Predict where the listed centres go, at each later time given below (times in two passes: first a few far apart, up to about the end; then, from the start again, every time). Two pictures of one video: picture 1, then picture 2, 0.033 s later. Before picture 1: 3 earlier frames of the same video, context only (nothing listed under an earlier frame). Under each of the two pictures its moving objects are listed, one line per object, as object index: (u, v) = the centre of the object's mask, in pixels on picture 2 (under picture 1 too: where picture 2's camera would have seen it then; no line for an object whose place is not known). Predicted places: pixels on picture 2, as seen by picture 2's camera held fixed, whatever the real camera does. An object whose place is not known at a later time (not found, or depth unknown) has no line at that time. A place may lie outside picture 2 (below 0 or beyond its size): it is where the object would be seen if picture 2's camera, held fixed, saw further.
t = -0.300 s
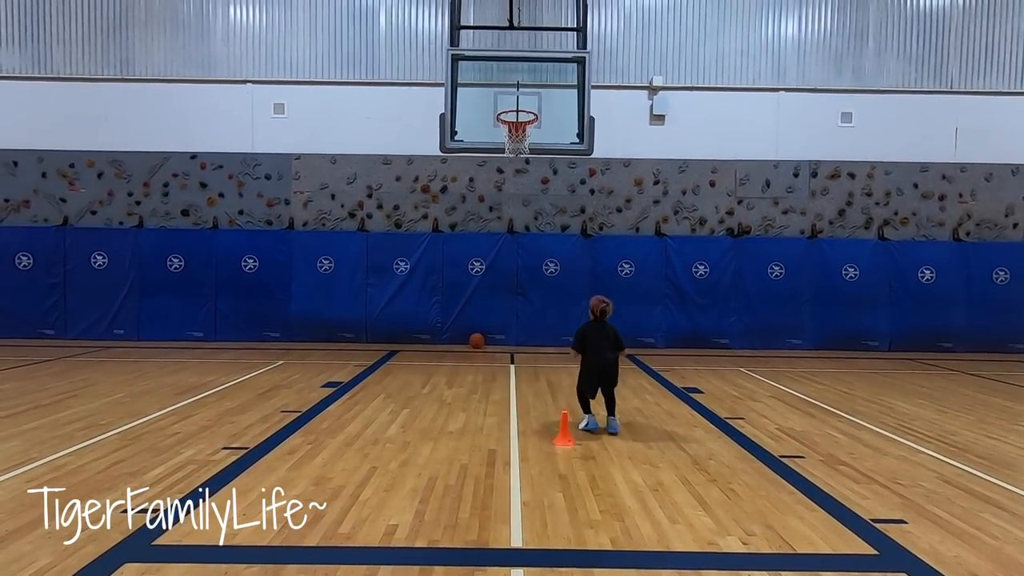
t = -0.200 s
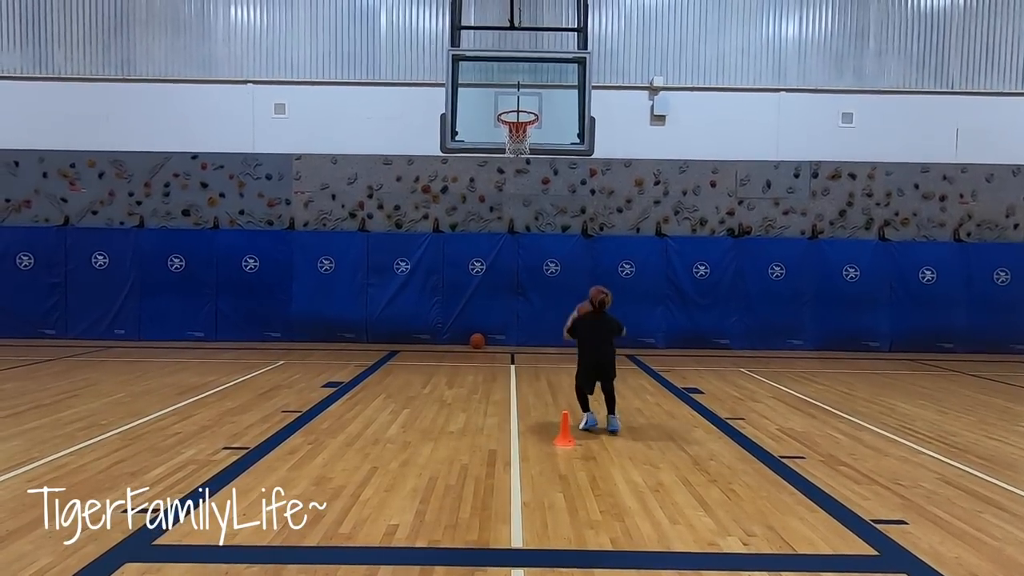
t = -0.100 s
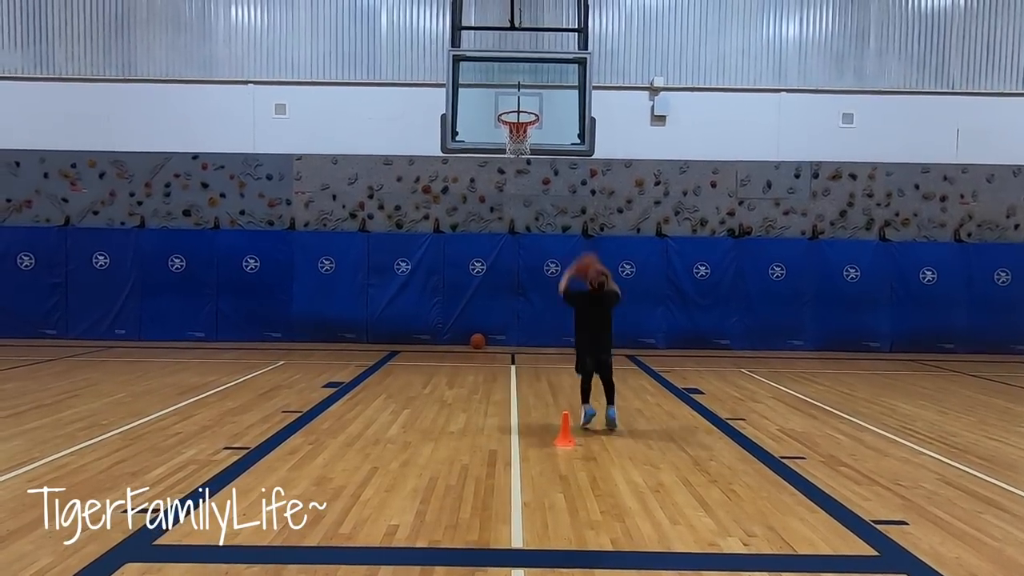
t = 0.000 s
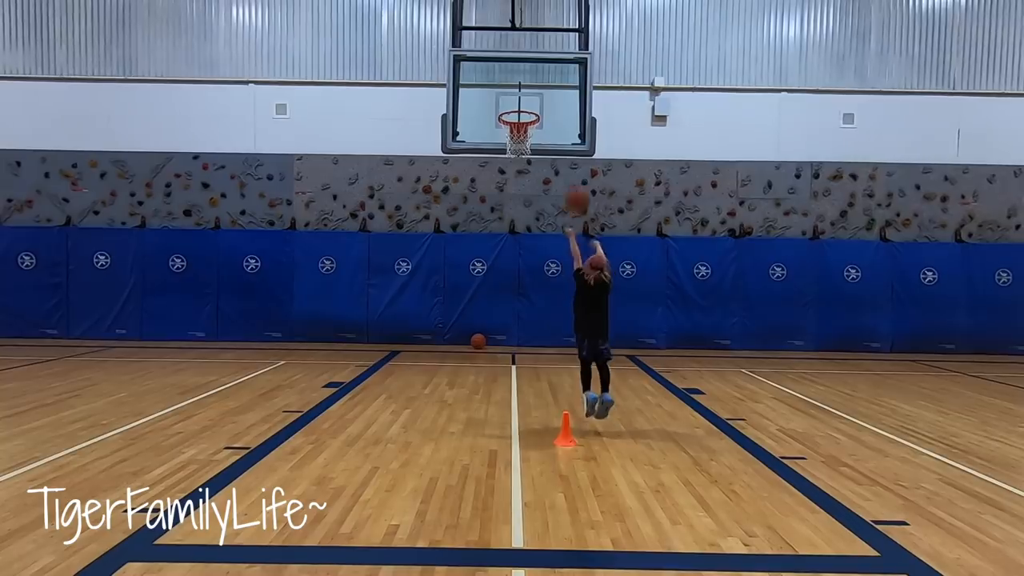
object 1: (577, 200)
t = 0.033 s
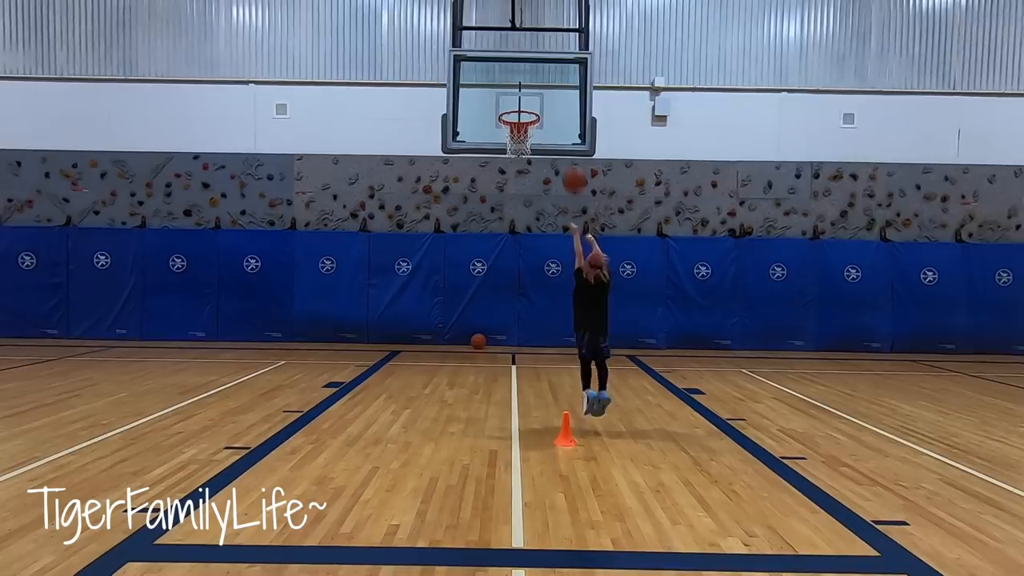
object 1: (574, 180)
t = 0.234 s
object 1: (554, 96)
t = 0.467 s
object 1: (533, 61)
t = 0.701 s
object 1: (515, 80)
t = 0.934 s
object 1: (519, 105)
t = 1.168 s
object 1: (554, 120)
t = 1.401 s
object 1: (587, 175)
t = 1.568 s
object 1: (607, 239)
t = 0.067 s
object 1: (571, 162)
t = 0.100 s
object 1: (567, 144)
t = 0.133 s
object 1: (563, 130)
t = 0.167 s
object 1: (560, 117)
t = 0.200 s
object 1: (557, 106)
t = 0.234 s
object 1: (554, 96)
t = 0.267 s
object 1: (551, 87)
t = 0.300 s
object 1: (548, 80)
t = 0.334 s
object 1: (545, 74)
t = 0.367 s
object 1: (542, 69)
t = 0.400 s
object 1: (539, 65)
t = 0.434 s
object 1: (536, 63)
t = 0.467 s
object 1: (533, 61)
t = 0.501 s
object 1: (531, 61)
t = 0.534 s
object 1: (528, 61)
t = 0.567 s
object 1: (525, 63)
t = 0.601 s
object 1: (523, 66)
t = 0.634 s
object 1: (520, 70)
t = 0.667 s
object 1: (518, 74)
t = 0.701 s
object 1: (515, 80)
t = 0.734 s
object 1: (513, 86)
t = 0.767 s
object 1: (510, 94)
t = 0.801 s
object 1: (508, 101)
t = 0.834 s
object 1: (506, 109)
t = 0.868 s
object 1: (509, 109)
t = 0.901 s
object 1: (514, 107)
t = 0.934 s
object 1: (519, 105)
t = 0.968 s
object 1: (524, 105)
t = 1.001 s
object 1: (530, 105)
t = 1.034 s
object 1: (535, 107)
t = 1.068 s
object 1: (539, 109)
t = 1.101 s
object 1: (544, 112)
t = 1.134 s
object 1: (549, 116)
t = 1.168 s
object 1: (554, 120)
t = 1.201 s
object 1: (558, 125)
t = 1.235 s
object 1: (563, 131)
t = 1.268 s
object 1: (568, 138)
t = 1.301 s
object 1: (573, 146)
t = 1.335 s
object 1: (577, 156)
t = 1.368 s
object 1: (581, 165)
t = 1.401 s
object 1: (587, 175)
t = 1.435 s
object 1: (590, 186)
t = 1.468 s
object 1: (594, 198)
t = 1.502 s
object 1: (598, 211)
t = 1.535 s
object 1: (603, 225)
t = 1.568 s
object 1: (607, 239)
